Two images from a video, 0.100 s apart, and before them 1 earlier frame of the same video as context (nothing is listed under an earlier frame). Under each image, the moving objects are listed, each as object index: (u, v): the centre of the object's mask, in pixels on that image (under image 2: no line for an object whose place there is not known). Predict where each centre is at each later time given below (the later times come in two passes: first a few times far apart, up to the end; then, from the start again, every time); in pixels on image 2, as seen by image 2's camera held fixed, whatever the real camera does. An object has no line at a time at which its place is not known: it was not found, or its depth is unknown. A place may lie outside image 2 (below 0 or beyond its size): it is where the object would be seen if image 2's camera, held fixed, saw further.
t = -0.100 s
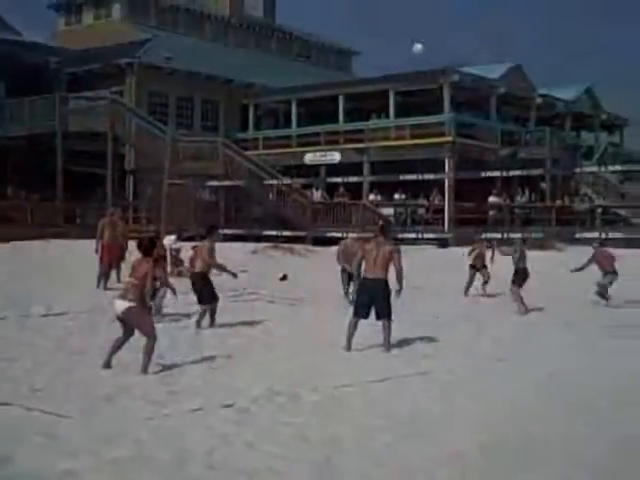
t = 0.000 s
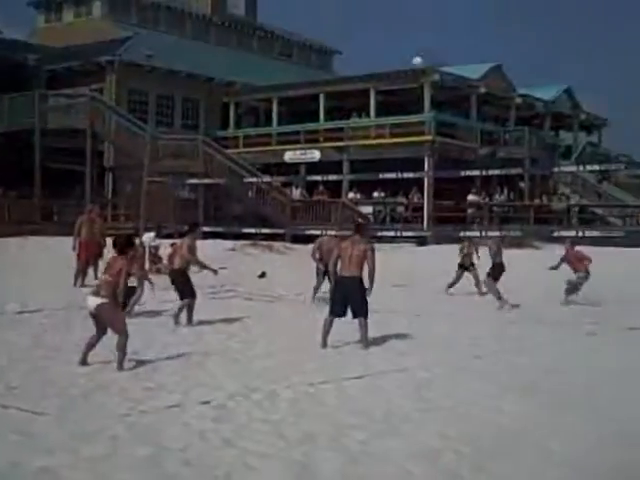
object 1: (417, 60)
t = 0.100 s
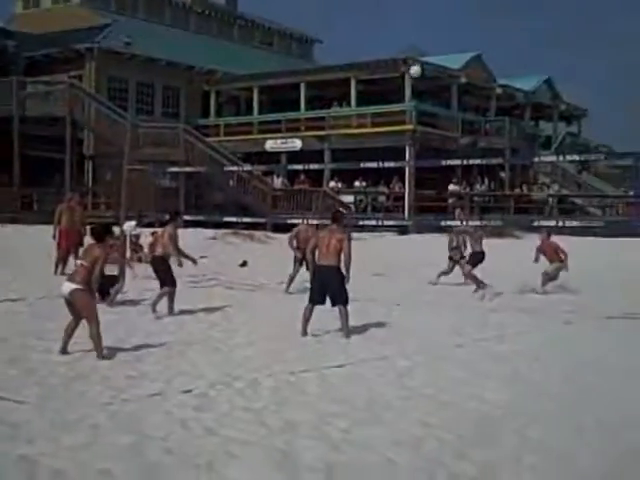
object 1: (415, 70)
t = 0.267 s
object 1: (441, 113)
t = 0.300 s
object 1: (446, 122)
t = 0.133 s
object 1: (421, 78)
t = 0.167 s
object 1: (426, 86)
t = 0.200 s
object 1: (431, 95)
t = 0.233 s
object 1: (436, 103)
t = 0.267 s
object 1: (441, 113)
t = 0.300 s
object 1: (446, 122)
